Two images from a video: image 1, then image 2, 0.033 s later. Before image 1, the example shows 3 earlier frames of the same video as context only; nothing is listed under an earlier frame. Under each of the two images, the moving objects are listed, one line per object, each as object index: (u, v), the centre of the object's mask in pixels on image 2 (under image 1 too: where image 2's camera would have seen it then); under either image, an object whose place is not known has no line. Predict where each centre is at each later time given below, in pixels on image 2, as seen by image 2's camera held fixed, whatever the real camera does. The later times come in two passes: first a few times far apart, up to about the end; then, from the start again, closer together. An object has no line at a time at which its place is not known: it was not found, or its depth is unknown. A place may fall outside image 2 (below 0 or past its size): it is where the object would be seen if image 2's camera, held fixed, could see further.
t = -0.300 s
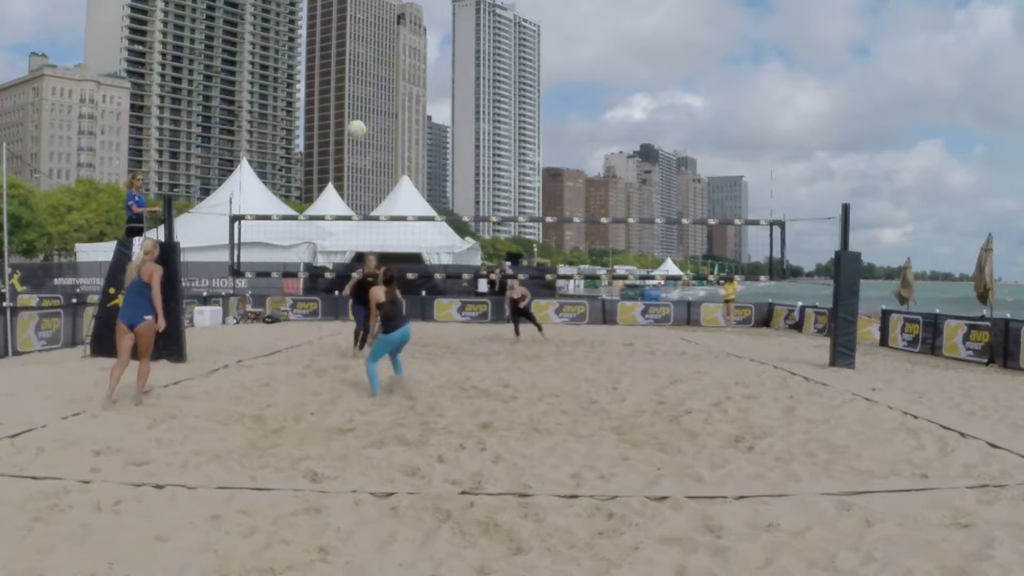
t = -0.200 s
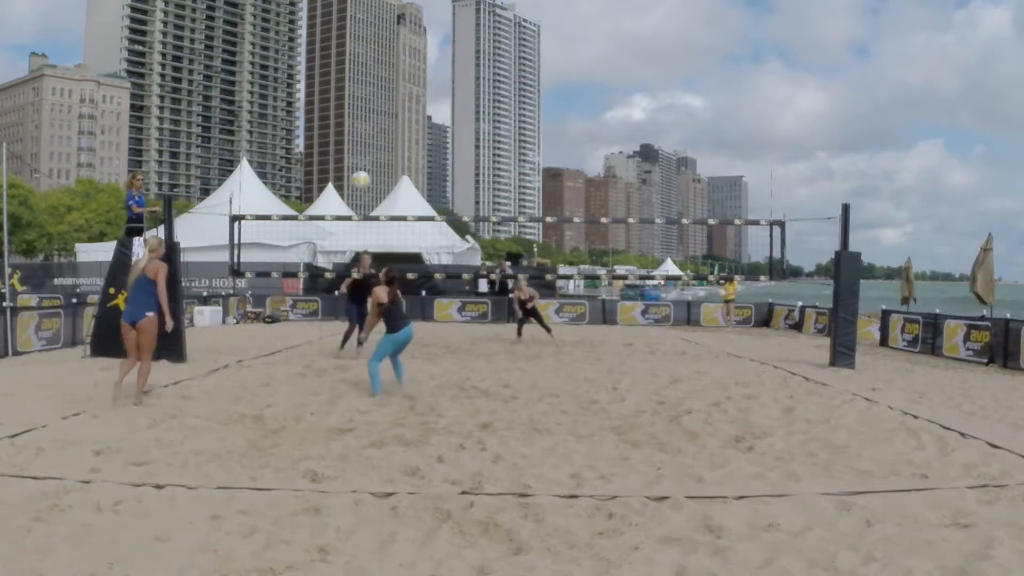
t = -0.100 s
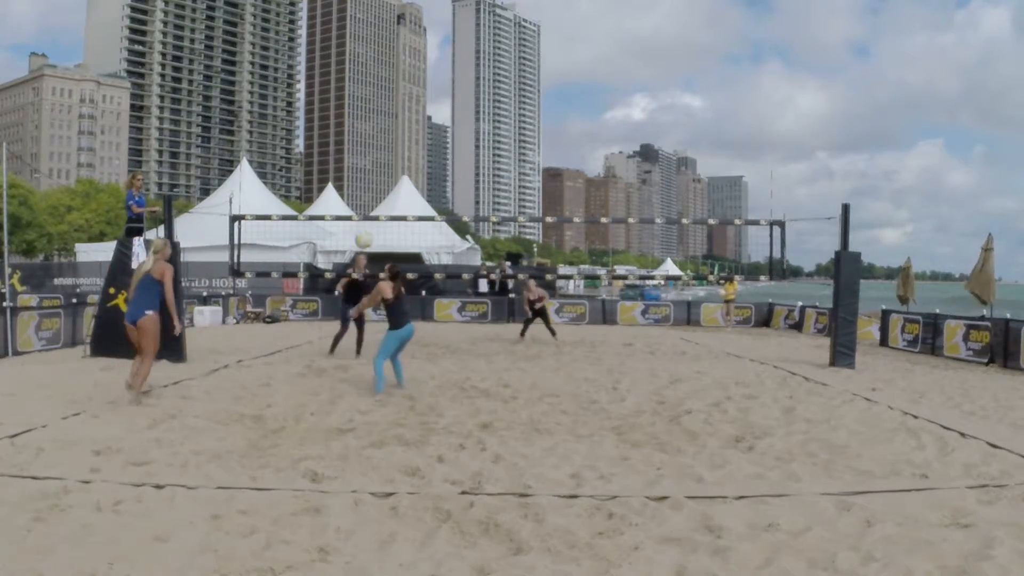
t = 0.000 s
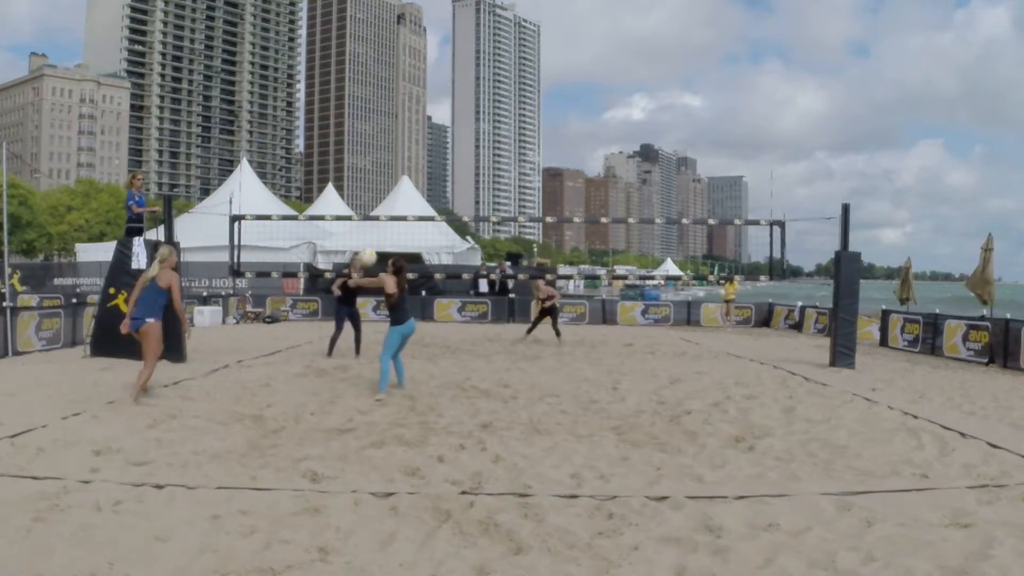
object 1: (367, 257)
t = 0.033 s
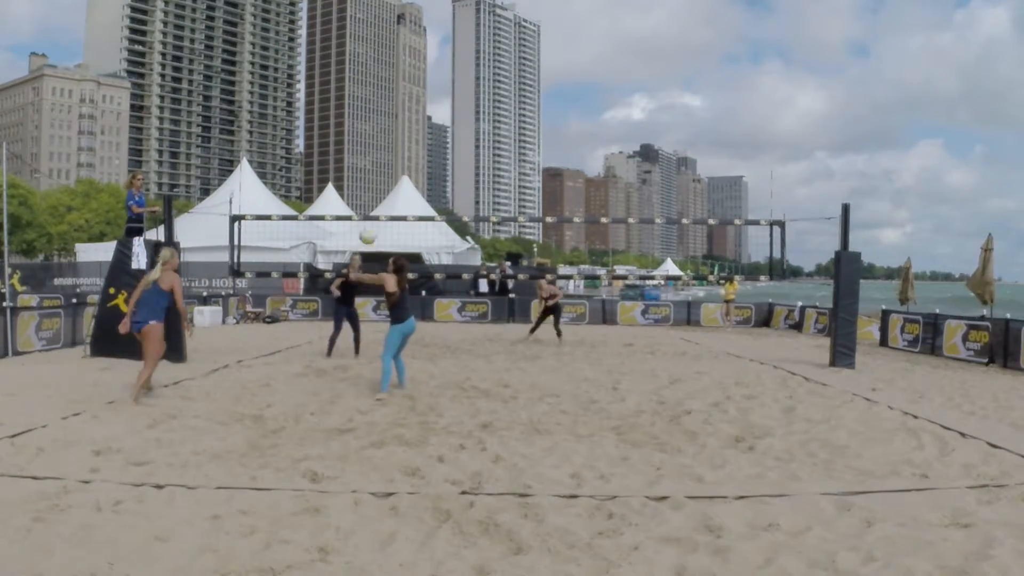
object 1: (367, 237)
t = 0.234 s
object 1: (374, 129)
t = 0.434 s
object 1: (377, 59)
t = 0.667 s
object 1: (377, 21)
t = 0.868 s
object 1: (374, 22)
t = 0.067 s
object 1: (369, 215)
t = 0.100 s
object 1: (370, 195)
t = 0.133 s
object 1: (371, 177)
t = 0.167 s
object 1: (372, 160)
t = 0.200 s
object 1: (373, 144)
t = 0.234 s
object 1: (374, 129)
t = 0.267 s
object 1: (375, 115)
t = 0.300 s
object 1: (375, 102)
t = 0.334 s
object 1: (376, 90)
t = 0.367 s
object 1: (376, 78)
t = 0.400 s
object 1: (376, 68)
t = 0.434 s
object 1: (377, 59)
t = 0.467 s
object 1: (377, 51)
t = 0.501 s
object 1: (377, 43)
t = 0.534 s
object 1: (377, 37)
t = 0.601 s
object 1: (377, 27)
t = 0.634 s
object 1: (377, 24)
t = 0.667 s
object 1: (377, 21)
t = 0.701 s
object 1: (377, 19)
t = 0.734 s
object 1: (376, 19)
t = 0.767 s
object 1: (376, 18)
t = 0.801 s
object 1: (375, 18)
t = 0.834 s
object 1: (374, 19)
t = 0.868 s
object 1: (374, 22)
